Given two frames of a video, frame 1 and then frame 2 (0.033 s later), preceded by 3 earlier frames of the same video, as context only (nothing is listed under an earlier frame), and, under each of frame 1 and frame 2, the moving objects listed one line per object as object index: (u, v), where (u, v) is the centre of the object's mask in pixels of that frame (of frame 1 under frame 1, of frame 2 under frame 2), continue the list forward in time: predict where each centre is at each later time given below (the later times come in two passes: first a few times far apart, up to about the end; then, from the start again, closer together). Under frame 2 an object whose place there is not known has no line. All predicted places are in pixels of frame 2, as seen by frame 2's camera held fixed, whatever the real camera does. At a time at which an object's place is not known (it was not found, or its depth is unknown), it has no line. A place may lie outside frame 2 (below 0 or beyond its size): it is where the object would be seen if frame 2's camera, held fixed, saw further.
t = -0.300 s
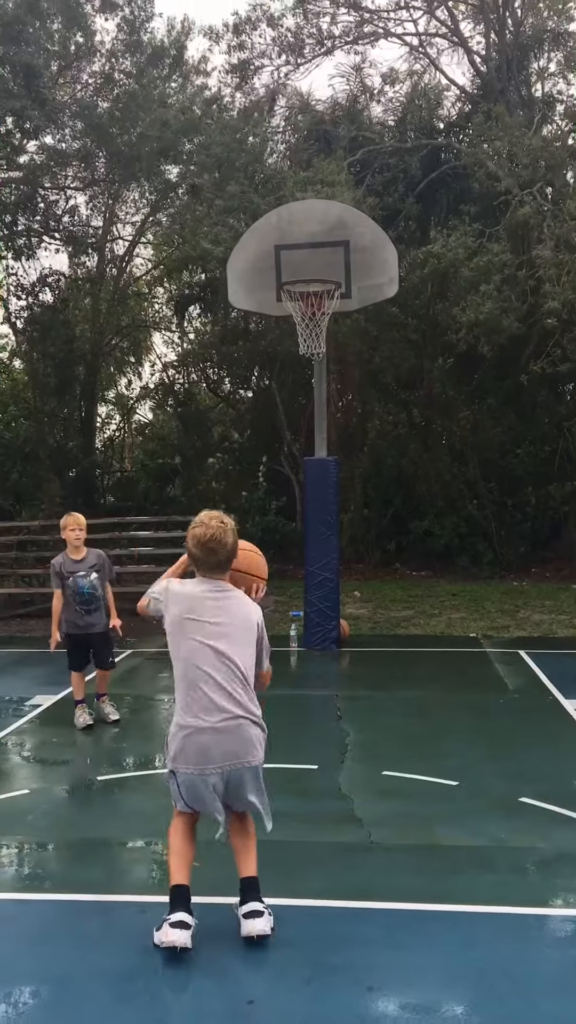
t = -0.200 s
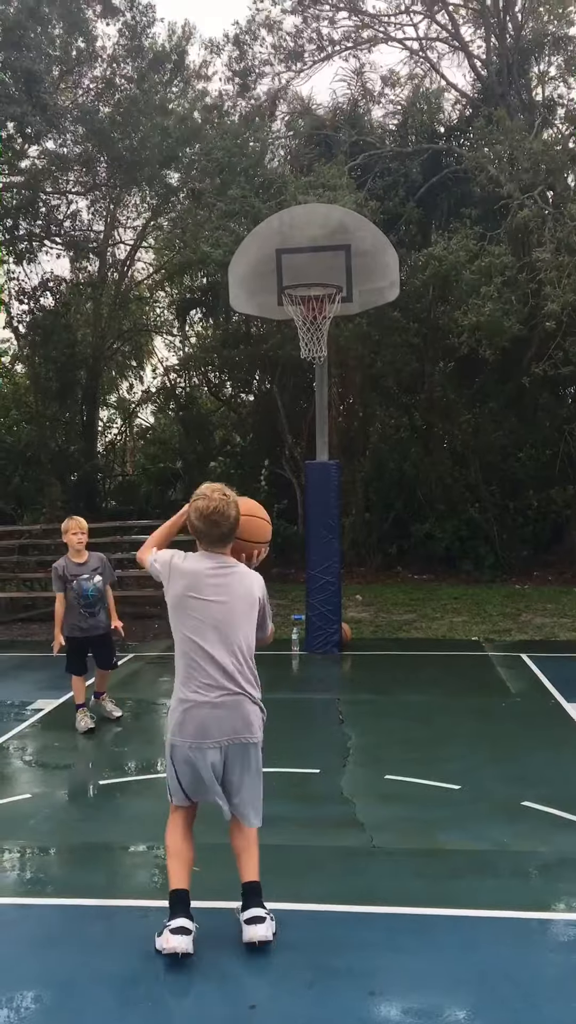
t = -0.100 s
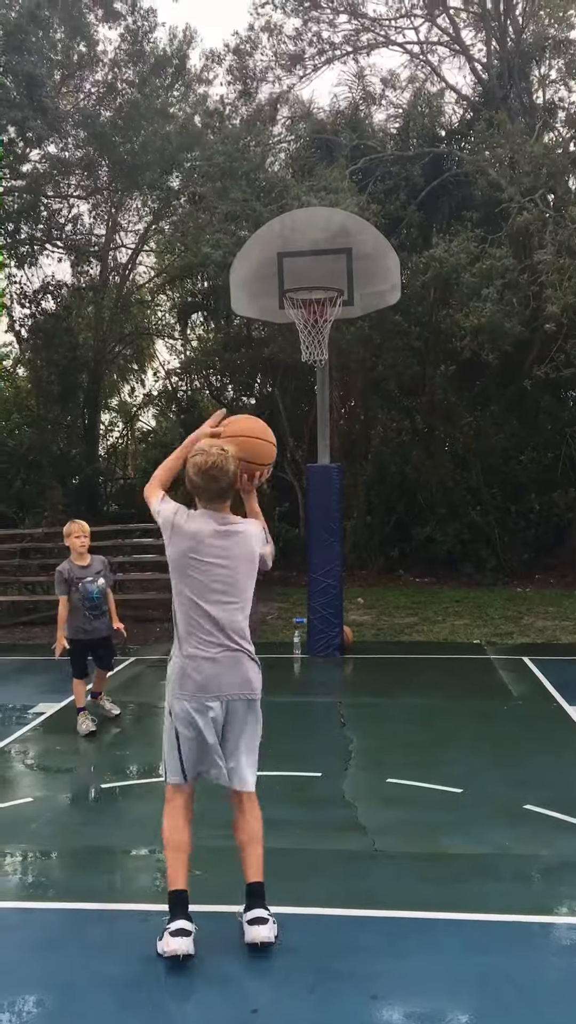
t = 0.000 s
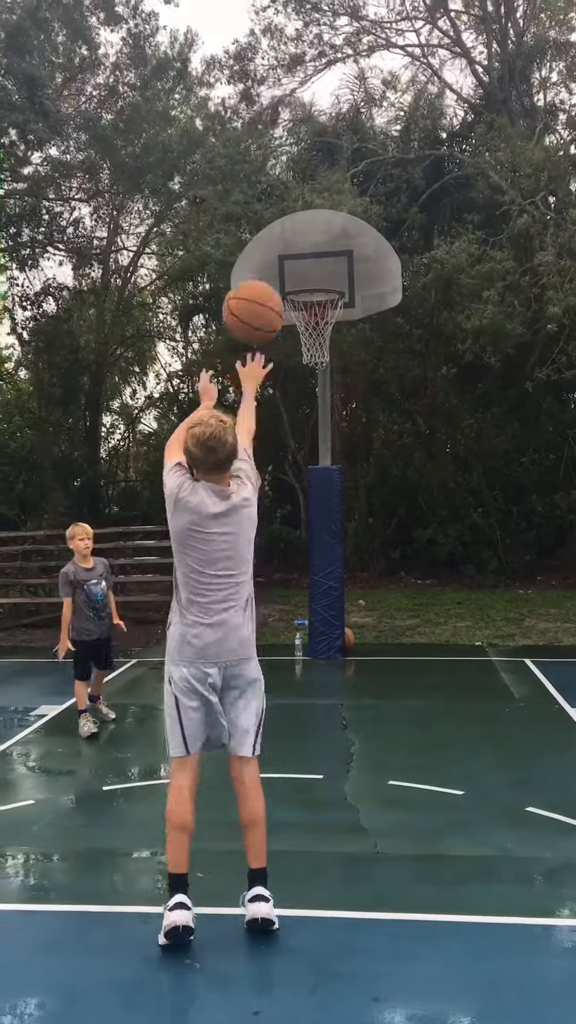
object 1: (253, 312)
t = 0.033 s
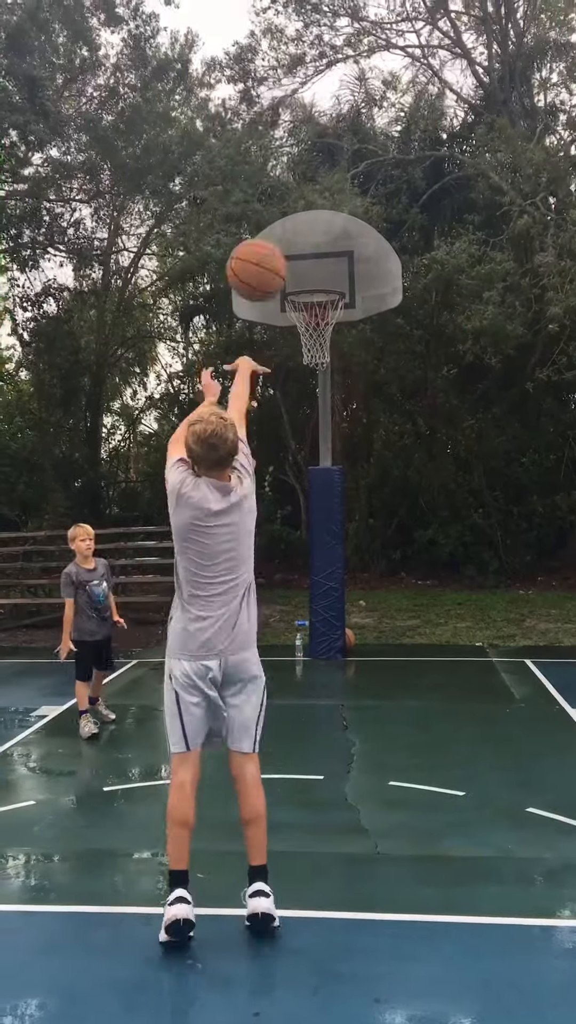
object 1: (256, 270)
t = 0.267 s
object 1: (273, 96)
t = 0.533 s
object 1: (289, 73)
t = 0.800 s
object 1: (303, 162)
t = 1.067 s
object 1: (315, 280)
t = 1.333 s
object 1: (305, 221)
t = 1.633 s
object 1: (291, 234)
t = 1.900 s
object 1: (282, 348)
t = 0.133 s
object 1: (264, 172)
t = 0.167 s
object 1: (266, 148)
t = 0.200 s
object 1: (269, 127)
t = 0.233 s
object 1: (271, 110)
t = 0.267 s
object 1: (273, 96)
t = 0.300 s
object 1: (275, 84)
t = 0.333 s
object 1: (277, 76)
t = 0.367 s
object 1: (279, 70)
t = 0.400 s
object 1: (281, 67)
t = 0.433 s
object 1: (283, 65)
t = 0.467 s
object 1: (285, 66)
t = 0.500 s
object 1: (287, 69)
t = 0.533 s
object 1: (289, 73)
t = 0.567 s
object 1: (291, 79)
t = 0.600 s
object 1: (292, 87)
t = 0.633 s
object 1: (295, 97)
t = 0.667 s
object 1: (296, 108)
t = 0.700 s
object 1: (298, 120)
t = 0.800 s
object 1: (303, 162)
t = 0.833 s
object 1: (304, 180)
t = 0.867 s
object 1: (307, 197)
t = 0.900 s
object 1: (307, 216)
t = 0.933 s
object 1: (309, 234)
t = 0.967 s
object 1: (311, 254)
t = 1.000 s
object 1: (312, 275)
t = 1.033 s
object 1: (314, 276)
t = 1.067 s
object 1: (315, 280)
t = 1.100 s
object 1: (316, 282)
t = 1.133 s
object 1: (314, 274)
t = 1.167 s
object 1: (313, 261)
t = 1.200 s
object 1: (312, 252)
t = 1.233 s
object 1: (309, 240)
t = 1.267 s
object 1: (307, 234)
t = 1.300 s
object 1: (306, 228)
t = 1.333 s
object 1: (305, 221)
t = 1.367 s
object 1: (303, 217)
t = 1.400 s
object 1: (302, 213)
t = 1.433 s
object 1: (300, 212)
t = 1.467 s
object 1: (299, 212)
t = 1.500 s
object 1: (297, 213)
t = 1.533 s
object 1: (296, 216)
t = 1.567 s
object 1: (294, 221)
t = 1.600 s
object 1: (293, 227)
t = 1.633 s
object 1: (291, 234)
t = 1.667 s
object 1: (290, 238)
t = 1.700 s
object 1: (290, 251)
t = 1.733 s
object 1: (288, 264)
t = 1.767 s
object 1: (286, 277)
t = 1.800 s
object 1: (286, 293)
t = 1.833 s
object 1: (285, 309)
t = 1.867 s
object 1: (283, 328)
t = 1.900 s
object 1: (282, 348)
